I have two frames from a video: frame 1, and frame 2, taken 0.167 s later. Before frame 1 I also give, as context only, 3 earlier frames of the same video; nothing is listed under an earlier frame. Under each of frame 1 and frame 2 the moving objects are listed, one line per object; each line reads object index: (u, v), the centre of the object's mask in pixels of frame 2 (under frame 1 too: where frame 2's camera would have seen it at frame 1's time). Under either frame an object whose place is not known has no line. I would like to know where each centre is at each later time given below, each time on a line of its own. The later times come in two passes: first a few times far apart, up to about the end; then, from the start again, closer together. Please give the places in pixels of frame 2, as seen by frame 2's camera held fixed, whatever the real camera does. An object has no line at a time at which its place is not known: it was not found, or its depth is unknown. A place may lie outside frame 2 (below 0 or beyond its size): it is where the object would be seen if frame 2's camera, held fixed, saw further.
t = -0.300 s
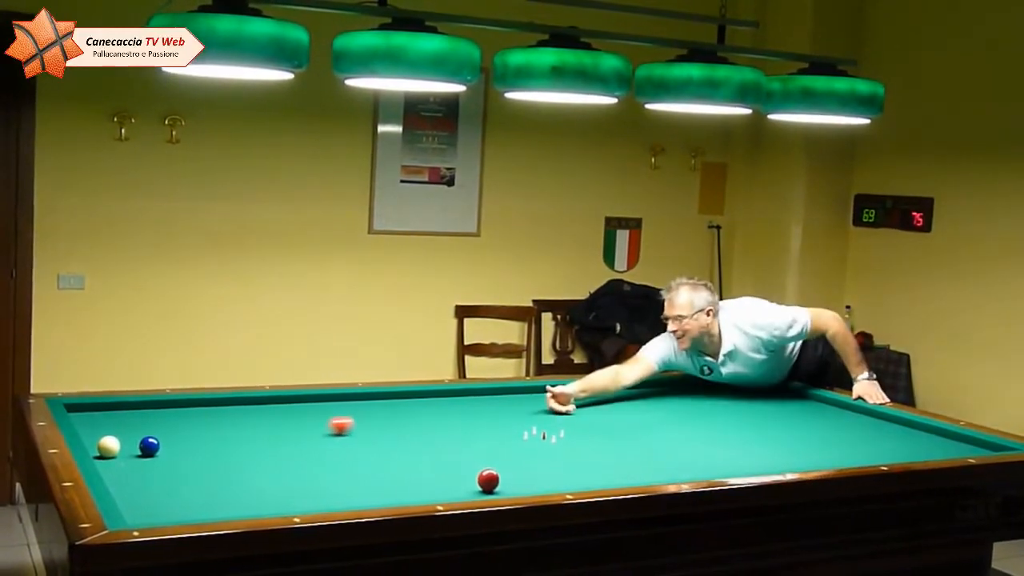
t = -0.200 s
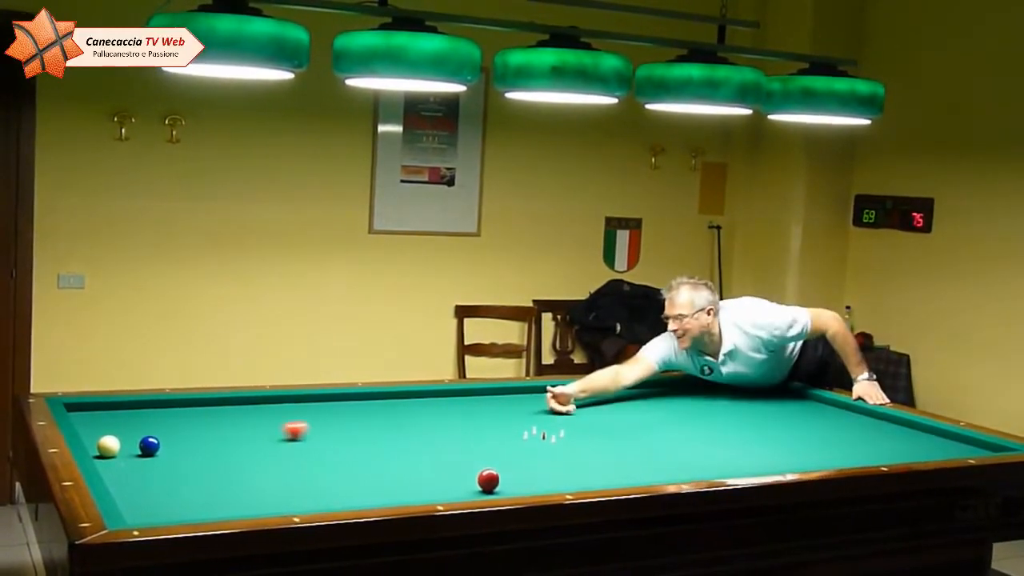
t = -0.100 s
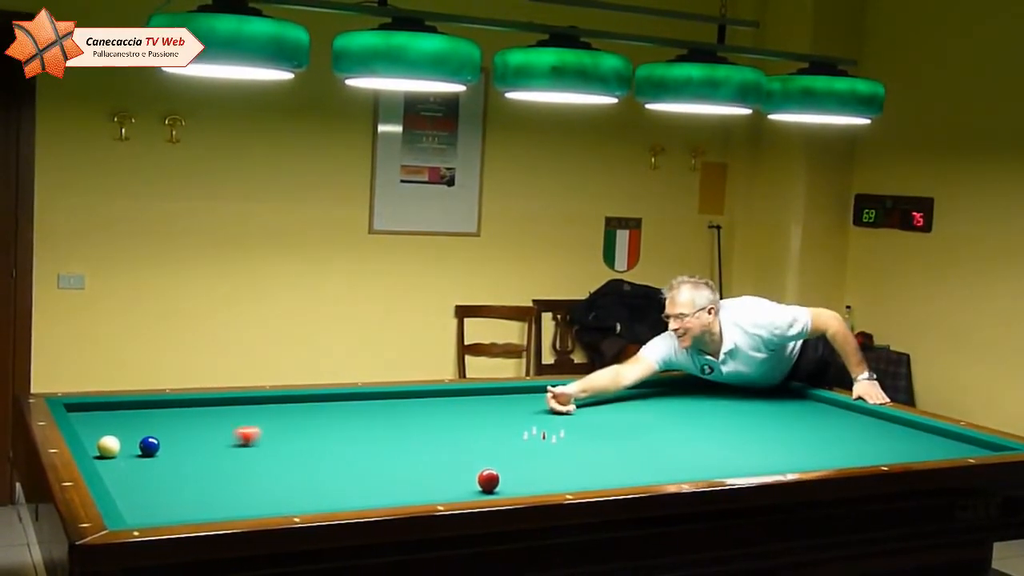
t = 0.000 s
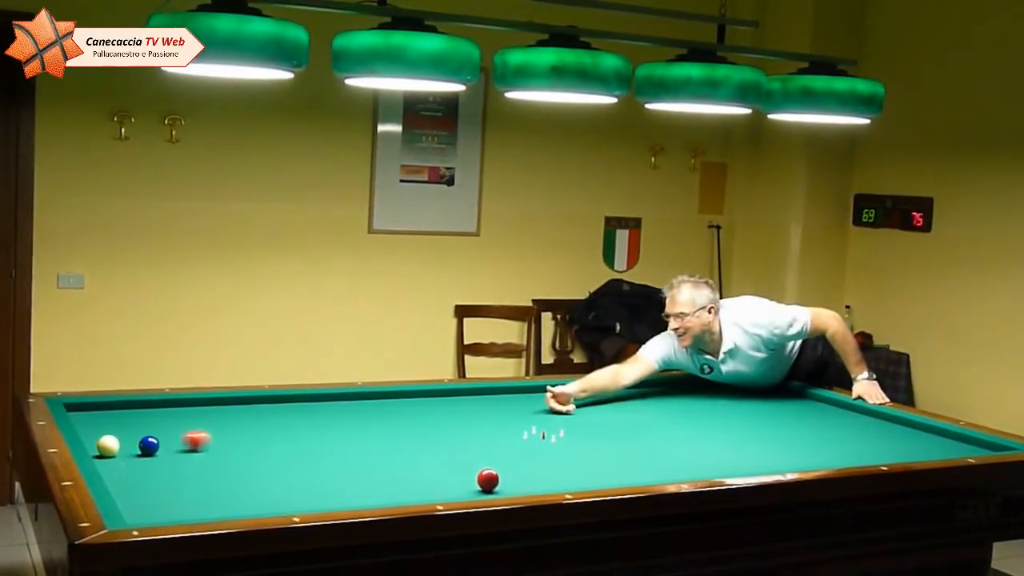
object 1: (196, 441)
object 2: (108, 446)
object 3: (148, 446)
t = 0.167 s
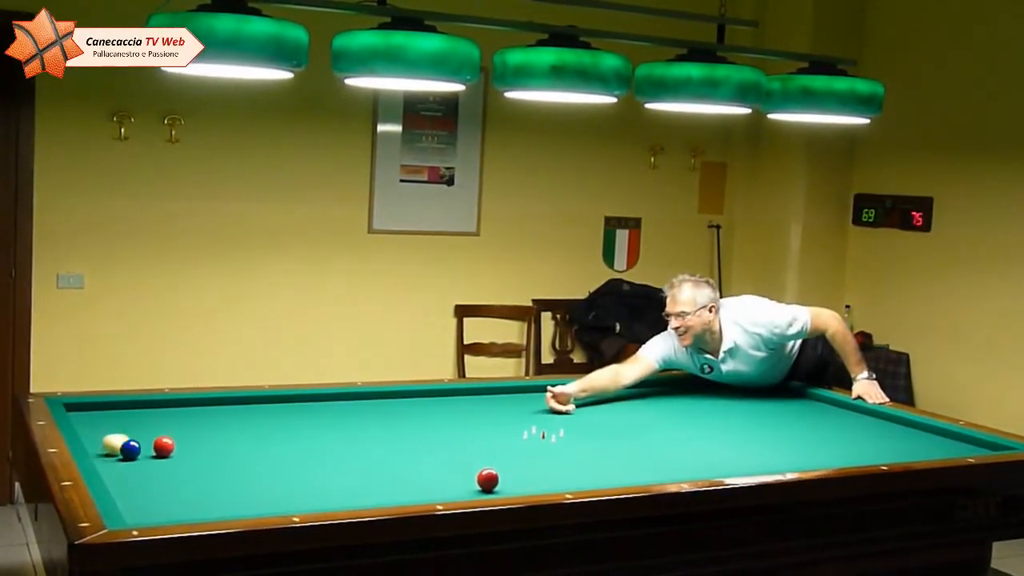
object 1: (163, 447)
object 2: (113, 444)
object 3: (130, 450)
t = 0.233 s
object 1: (158, 449)
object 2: (141, 439)
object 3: (130, 452)
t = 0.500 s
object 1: (141, 455)
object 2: (215, 437)
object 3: (112, 461)
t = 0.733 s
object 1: (126, 459)
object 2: (275, 433)
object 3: (112, 467)
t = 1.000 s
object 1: (108, 466)
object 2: (338, 428)
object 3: (130, 473)
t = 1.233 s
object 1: (122, 470)
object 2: (389, 425)
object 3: (146, 479)
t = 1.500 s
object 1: (136, 473)
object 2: (445, 421)
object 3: (164, 485)
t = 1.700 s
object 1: (146, 476)
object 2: (484, 418)
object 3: (178, 489)
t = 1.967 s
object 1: (159, 479)
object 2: (534, 415)
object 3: (195, 495)
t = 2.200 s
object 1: (170, 481)
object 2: (575, 412)
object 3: (211, 499)
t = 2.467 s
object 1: (182, 484)
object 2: (619, 409)
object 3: (229, 504)
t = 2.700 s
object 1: (193, 487)
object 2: (655, 406)
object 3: (244, 506)
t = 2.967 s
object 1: (204, 489)
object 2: (694, 403)
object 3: (260, 508)
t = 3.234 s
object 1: (214, 492)
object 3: (269, 507)
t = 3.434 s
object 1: (221, 494)
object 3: (274, 505)
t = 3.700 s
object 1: (231, 496)
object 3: (281, 503)
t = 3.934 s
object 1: (239, 497)
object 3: (286, 502)
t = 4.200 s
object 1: (247, 499)
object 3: (291, 500)
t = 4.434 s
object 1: (253, 500)
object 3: (295, 498)
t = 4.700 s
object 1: (259, 500)
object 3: (299, 496)
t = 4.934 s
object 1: (264, 501)
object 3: (302, 495)
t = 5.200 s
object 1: (269, 502)
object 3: (305, 494)
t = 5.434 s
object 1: (272, 502)
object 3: (307, 493)
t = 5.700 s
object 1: (275, 502)
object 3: (309, 492)
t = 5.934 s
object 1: (277, 503)
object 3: (310, 491)
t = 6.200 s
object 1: (279, 503)
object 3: (311, 490)
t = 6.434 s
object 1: (279, 503)
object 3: (311, 490)
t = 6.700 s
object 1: (279, 503)
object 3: (310, 490)
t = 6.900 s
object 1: (279, 503)
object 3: (311, 490)
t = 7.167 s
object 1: (279, 503)
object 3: (311, 490)
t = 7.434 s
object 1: (279, 503)
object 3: (311, 490)
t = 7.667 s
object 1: (279, 503)
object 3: (311, 490)
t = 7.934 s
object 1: (279, 503)
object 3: (311, 490)
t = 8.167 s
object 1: (279, 503)
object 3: (311, 490)
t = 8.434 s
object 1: (279, 503)
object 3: (311, 490)
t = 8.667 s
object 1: (279, 503)
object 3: (311, 490)
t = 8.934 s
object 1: (279, 503)
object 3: (311, 490)
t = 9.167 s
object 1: (279, 503)
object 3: (311, 490)
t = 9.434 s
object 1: (279, 503)
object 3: (311, 490)
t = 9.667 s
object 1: (279, 503)
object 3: (311, 490)
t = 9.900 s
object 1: (279, 503)
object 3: (311, 490)
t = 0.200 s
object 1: (160, 448)
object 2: (125, 440)
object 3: (130, 451)
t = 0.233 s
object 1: (158, 449)
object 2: (141, 439)
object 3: (130, 452)
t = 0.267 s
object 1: (153, 450)
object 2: (150, 437)
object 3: (131, 453)
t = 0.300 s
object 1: (152, 450)
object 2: (163, 438)
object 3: (129, 454)
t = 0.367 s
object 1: (150, 452)
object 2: (180, 439)
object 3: (122, 456)
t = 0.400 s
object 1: (149, 453)
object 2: (189, 439)
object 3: (120, 458)
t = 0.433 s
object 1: (146, 453)
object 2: (198, 438)
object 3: (117, 459)
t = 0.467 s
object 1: (144, 454)
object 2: (206, 437)
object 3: (114, 460)
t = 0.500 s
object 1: (141, 455)
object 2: (215, 437)
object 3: (112, 461)
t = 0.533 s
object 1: (139, 456)
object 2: (224, 436)
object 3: (109, 462)
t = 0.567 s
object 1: (136, 457)
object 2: (233, 436)
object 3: (107, 463)
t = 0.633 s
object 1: (131, 458)
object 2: (250, 434)
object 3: (106, 464)
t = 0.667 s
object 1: (128, 459)
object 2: (258, 434)
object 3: (108, 465)
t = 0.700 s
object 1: (127, 460)
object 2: (266, 433)
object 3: (109, 467)
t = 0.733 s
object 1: (126, 459)
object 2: (275, 433)
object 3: (112, 467)
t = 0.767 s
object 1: (124, 458)
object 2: (283, 432)
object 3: (114, 469)
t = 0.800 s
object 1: (120, 456)
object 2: (290, 432)
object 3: (116, 469)
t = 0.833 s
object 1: (114, 456)
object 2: (299, 431)
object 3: (118, 469)
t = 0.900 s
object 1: (108, 464)
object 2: (314, 430)
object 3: (124, 471)
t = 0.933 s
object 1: (107, 465)
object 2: (322, 429)
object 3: (126, 471)
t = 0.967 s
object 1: (106, 466)
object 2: (330, 428)
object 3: (128, 472)
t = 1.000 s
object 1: (108, 466)
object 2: (338, 428)
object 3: (130, 473)
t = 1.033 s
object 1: (110, 467)
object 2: (345, 427)
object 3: (133, 474)
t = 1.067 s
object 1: (112, 468)
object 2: (353, 427)
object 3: (135, 475)
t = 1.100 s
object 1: (114, 468)
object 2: (360, 426)
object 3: (137, 476)
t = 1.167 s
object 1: (118, 469)
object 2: (375, 425)
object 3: (142, 477)
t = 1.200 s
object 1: (119, 470)
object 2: (382, 425)
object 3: (144, 478)
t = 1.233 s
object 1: (122, 470)
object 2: (389, 425)
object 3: (146, 479)
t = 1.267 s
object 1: (123, 470)
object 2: (396, 424)
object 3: (148, 480)
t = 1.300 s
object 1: (125, 471)
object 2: (404, 423)
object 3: (151, 480)
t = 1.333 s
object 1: (127, 471)
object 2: (411, 423)
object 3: (153, 481)
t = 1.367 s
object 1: (128, 472)
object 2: (417, 423)
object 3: (155, 482)
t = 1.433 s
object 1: (132, 472)
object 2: (432, 422)
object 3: (160, 483)
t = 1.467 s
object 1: (134, 473)
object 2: (438, 421)
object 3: (163, 484)
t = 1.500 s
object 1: (136, 473)
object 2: (445, 421)
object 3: (164, 485)
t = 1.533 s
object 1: (137, 474)
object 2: (451, 420)
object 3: (166, 485)
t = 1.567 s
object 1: (139, 474)
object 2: (458, 420)
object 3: (168, 486)
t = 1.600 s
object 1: (140, 475)
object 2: (464, 419)
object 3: (171, 487)
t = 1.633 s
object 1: (142, 475)
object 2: (471, 419)
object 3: (173, 488)
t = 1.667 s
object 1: (144, 475)
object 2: (478, 418)
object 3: (175, 488)
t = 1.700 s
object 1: (146, 476)
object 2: (484, 418)
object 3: (178, 489)
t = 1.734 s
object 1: (147, 476)
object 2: (491, 418)
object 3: (180, 490)
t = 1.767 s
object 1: (149, 477)
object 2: (497, 417)
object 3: (182, 490)
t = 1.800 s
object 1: (151, 477)
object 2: (503, 417)
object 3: (184, 491)
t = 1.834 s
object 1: (152, 477)
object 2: (509, 416)
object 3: (186, 492)
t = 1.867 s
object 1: (154, 478)
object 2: (516, 416)
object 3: (189, 492)
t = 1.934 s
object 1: (157, 478)
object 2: (528, 415)
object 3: (193, 494)
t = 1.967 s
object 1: (159, 479)
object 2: (534, 415)
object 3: (195, 495)
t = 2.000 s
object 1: (160, 479)
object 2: (540, 414)
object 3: (198, 495)
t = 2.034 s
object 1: (162, 480)
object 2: (546, 414)
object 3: (200, 496)
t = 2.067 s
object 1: (164, 480)
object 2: (552, 413)
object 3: (202, 497)
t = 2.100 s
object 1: (165, 480)
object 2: (558, 413)
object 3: (204, 497)
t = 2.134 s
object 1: (167, 481)
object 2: (564, 412)
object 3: (206, 498)
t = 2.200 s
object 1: (170, 481)
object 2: (575, 412)
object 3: (211, 499)
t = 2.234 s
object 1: (172, 482)
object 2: (581, 411)
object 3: (213, 500)
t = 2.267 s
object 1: (173, 482)
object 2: (586, 411)
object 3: (215, 501)
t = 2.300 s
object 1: (175, 483)
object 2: (591, 411)
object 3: (218, 502)
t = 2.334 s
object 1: (176, 483)
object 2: (597, 410)
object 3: (220, 502)
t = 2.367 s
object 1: (178, 483)
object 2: (602, 410)
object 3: (222, 502)
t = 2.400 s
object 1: (180, 484)
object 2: (608, 409)
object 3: (224, 503)
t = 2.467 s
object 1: (182, 484)
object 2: (619, 409)
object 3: (229, 504)
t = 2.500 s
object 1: (184, 485)
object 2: (624, 408)
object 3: (231, 504)
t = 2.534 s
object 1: (186, 485)
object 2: (630, 408)
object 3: (233, 505)
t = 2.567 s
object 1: (187, 485)
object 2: (634, 408)
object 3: (235, 505)
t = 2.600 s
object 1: (188, 486)
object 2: (640, 407)
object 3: (237, 505)
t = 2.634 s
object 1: (190, 486)
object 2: (645, 407)
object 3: (240, 506)
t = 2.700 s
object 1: (193, 487)
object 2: (655, 406)
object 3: (244, 506)
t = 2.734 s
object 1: (194, 487)
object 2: (660, 406)
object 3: (246, 507)
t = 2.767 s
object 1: (196, 487)
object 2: (665, 405)
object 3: (248, 507)
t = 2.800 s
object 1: (197, 488)
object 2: (670, 405)
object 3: (250, 507)
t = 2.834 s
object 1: (199, 488)
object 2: (675, 405)
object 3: (252, 507)
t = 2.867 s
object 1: (200, 489)
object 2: (680, 404)
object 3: (254, 508)
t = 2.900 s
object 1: (201, 489)
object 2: (685, 404)
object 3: (257, 508)
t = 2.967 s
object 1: (204, 489)
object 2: (694, 403)
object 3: (260, 508)
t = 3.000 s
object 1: (205, 490)
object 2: (699, 403)
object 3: (263, 508)
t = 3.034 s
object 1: (207, 490)
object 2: (704, 403)
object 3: (264, 508)
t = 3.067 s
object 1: (208, 490)
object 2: (708, 402)
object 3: (265, 508)
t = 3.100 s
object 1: (209, 491)
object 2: (713, 402)
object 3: (266, 508)
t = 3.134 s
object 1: (210, 491)
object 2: (718, 401)
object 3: (267, 508)
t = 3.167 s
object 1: (212, 491)
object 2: (722, 401)
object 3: (268, 507)
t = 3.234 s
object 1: (214, 492)
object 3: (269, 507)
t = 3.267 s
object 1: (215, 492)
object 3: (270, 507)
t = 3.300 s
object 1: (216, 492)
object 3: (271, 506)
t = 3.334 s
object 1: (218, 493)
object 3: (272, 506)
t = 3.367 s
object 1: (219, 493)
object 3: (273, 506)
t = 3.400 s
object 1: (220, 493)
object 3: (273, 506)
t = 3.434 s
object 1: (221, 494)
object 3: (274, 505)
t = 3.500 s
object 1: (224, 494)
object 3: (276, 505)
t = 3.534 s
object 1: (225, 494)
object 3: (277, 504)
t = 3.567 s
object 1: (227, 494)
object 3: (278, 504)
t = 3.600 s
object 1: (227, 495)
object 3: (278, 504)
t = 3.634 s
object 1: (229, 495)
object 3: (280, 504)
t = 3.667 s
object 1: (230, 495)
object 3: (280, 503)
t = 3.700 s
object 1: (231, 496)
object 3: (281, 503)
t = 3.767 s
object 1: (233, 496)
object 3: (282, 503)
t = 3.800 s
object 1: (235, 496)
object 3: (283, 502)
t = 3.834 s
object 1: (236, 496)
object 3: (284, 502)
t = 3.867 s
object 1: (237, 496)
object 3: (285, 502)
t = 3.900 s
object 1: (238, 497)
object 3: (286, 502)
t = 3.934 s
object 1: (239, 497)
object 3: (286, 502)
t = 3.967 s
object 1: (240, 497)
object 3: (287, 501)
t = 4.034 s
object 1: (242, 498)
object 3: (288, 501)
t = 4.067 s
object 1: (243, 498)
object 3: (289, 501)
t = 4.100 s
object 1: (244, 498)
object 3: (289, 500)
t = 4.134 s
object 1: (245, 498)
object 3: (290, 500)
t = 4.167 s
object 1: (246, 499)
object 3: (291, 500)
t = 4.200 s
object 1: (247, 499)
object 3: (291, 500)
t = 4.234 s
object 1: (248, 499)
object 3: (292, 499)
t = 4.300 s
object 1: (250, 499)
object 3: (293, 499)
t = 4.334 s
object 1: (250, 499)
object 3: (293, 499)
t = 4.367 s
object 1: (251, 500)
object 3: (294, 499)
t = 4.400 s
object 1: (252, 500)
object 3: (295, 498)
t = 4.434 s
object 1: (253, 500)
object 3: (295, 498)
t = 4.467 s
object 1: (254, 500)
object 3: (295, 498)
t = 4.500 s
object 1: (255, 500)
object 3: (296, 498)
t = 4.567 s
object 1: (256, 500)
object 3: (297, 497)
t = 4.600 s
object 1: (257, 500)
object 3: (298, 497)
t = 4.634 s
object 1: (258, 500)
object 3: (298, 497)
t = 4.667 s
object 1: (259, 500)
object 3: (299, 497)
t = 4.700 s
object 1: (259, 500)
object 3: (299, 496)
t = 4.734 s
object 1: (260, 500)
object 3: (300, 497)
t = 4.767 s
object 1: (261, 501)
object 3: (300, 497)
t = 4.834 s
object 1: (262, 501)
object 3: (301, 496)
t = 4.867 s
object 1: (263, 501)
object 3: (301, 496)
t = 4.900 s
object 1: (264, 501)
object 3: (302, 495)
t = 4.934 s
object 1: (264, 501)
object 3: (302, 495)
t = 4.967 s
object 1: (265, 501)
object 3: (303, 495)
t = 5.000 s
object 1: (265, 501)
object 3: (303, 495)
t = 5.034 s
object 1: (266, 501)
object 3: (303, 495)
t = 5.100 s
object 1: (267, 501)
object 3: (304, 494)
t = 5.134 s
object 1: (268, 502)
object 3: (304, 494)
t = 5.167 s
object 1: (268, 502)
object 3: (304, 494)
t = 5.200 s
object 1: (269, 502)
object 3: (305, 494)
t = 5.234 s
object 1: (269, 502)
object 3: (305, 493)
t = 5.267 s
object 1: (270, 502)
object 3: (305, 494)
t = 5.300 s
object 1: (270, 502)
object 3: (306, 493)
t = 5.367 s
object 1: (271, 502)
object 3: (306, 493)
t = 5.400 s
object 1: (272, 502)
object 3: (307, 493)
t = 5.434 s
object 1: (272, 502)
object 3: (307, 493)
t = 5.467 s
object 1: (273, 502)
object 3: (307, 492)
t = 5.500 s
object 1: (274, 502)
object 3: (308, 493)
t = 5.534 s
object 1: (274, 502)
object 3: (308, 492)
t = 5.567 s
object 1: (274, 502)
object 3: (308, 492)
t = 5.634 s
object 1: (275, 502)
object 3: (308, 492)
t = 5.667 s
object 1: (275, 502)
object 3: (309, 492)
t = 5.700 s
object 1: (275, 502)
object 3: (309, 492)
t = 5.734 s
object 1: (276, 502)
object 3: (309, 492)
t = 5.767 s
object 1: (276, 502)
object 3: (309, 491)
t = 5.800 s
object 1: (276, 503)
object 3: (310, 492)
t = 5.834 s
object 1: (277, 502)
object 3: (310, 491)
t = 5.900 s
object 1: (277, 502)
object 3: (310, 491)
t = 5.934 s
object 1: (277, 503)
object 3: (310, 491)
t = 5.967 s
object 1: (278, 503)
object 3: (310, 491)
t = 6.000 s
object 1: (278, 503)
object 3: (310, 491)
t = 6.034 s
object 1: (278, 503)
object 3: (311, 490)
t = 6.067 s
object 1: (279, 503)
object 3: (310, 491)
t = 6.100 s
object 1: (279, 503)
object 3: (311, 491)
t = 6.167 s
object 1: (279, 503)
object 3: (310, 490)
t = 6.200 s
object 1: (279, 503)
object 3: (311, 490)
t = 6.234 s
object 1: (279, 503)
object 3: (310, 490)
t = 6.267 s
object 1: (279, 503)
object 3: (311, 490)
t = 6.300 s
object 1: (279, 503)
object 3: (311, 490)
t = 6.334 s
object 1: (279, 503)
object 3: (310, 490)
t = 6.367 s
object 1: (280, 503)
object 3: (311, 490)
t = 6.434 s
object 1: (279, 503)
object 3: (311, 490)
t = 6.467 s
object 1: (279, 503)
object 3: (310, 490)
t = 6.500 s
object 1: (279, 503)
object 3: (310, 490)
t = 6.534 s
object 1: (279, 503)
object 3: (310, 490)
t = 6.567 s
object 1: (279, 503)
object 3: (310, 490)
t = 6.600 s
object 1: (279, 503)
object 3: (310, 490)
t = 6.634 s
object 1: (279, 503)
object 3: (310, 490)
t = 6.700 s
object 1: (279, 503)
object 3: (310, 490)
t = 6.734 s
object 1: (279, 503)
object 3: (310, 490)
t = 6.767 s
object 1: (279, 503)
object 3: (311, 490)
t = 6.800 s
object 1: (279, 503)
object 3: (310, 490)
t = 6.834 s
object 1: (279, 503)
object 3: (310, 490)
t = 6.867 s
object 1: (279, 503)
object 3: (311, 490)
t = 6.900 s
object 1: (279, 503)
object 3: (311, 490)
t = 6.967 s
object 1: (279, 503)
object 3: (311, 490)
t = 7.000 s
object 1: (279, 503)
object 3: (311, 490)
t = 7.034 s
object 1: (279, 503)
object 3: (311, 490)
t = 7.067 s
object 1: (279, 503)
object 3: (311, 490)
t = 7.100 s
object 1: (279, 503)
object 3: (311, 490)
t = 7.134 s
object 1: (279, 503)
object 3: (311, 490)
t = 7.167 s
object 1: (279, 503)
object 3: (311, 490)
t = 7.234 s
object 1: (279, 503)
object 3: (311, 490)
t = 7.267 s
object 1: (279, 503)
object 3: (311, 490)
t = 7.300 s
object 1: (279, 503)
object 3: (311, 490)
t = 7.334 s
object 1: (279, 503)
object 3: (311, 490)
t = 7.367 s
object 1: (279, 503)
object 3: (311, 490)
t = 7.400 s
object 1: (279, 503)
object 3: (311, 490)
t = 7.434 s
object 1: (279, 503)
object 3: (311, 490)
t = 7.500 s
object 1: (279, 503)
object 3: (311, 490)
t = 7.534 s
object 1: (279, 503)
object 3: (311, 490)
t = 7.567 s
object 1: (279, 503)
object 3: (311, 490)
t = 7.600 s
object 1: (279, 503)
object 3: (311, 490)
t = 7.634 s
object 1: (279, 503)
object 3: (311, 490)
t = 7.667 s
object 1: (279, 503)
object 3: (311, 490)
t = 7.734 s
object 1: (279, 503)
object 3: (311, 490)
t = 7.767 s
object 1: (279, 503)
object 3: (311, 490)
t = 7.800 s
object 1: (279, 503)
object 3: (311, 490)
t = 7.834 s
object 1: (279, 503)
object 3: (311, 490)
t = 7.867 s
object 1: (279, 503)
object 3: (311, 490)
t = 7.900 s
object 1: (279, 503)
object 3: (311, 490)
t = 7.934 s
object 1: (279, 503)
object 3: (311, 490)
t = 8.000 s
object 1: (279, 503)
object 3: (311, 490)
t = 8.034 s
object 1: (279, 503)
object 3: (311, 490)
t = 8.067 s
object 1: (279, 503)
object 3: (311, 490)
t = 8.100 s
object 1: (279, 503)
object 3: (311, 490)
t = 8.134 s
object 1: (279, 503)
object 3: (311, 490)
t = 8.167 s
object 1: (279, 503)
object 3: (311, 490)
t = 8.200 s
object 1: (279, 503)
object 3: (311, 490)
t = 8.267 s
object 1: (279, 503)
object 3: (311, 490)
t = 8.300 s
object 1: (279, 503)
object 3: (311, 490)
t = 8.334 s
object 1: (279, 503)
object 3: (311, 490)
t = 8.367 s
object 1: (279, 503)
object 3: (311, 490)
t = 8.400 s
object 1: (279, 503)
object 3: (311, 490)
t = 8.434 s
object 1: (279, 503)
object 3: (311, 490)
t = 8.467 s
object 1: (279, 503)
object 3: (311, 490)
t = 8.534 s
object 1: (279, 503)
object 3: (311, 490)
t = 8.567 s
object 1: (279, 503)
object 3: (311, 490)
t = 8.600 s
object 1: (279, 503)
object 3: (311, 490)
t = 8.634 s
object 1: (279, 503)
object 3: (311, 490)
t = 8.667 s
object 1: (279, 503)
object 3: (311, 490)
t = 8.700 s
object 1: (279, 503)
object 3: (311, 490)
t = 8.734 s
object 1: (279, 503)
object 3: (311, 490)
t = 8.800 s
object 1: (279, 503)
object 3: (311, 490)
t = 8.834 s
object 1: (279, 503)
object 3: (311, 490)
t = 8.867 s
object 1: (279, 503)
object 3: (311, 490)
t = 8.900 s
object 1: (279, 503)
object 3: (311, 490)
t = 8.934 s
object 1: (279, 503)
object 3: (311, 490)
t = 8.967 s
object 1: (279, 503)
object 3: (311, 490)
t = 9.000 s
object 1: (279, 503)
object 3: (311, 490)
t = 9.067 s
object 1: (279, 503)
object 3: (311, 490)
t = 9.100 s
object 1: (279, 503)
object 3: (311, 490)
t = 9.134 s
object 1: (279, 503)
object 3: (311, 490)
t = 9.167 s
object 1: (279, 503)
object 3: (311, 490)
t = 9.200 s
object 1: (279, 503)
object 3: (311, 490)
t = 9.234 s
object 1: (279, 503)
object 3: (311, 490)
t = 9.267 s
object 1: (279, 503)
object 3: (311, 490)
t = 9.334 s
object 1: (279, 503)
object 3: (311, 490)
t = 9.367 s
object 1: (279, 503)
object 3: (311, 490)
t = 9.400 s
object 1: (279, 503)
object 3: (311, 490)
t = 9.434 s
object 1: (279, 503)
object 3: (311, 490)
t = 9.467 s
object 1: (279, 503)
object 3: (311, 490)
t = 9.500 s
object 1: (279, 503)
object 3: (311, 490)
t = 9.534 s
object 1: (279, 503)
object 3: (311, 490)
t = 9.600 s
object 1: (279, 503)
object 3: (311, 490)
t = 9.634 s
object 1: (279, 503)
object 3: (311, 490)
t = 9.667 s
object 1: (279, 503)
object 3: (311, 490)
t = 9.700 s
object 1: (279, 503)
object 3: (311, 490)
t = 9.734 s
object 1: (279, 503)
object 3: (311, 490)
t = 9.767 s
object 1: (279, 503)
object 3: (311, 490)
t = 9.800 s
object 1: (279, 503)
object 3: (311, 490)
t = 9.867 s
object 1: (279, 503)
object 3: (311, 490)
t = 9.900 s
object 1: (279, 503)
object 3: (311, 490)
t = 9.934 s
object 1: (279, 503)
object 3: (311, 490)
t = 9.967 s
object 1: (279, 503)
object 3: (311, 490)
